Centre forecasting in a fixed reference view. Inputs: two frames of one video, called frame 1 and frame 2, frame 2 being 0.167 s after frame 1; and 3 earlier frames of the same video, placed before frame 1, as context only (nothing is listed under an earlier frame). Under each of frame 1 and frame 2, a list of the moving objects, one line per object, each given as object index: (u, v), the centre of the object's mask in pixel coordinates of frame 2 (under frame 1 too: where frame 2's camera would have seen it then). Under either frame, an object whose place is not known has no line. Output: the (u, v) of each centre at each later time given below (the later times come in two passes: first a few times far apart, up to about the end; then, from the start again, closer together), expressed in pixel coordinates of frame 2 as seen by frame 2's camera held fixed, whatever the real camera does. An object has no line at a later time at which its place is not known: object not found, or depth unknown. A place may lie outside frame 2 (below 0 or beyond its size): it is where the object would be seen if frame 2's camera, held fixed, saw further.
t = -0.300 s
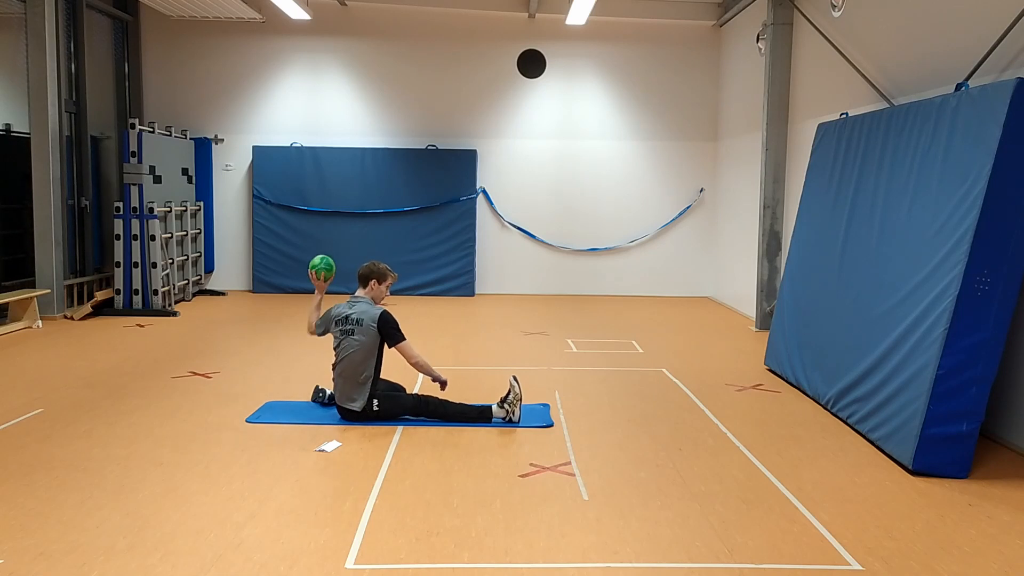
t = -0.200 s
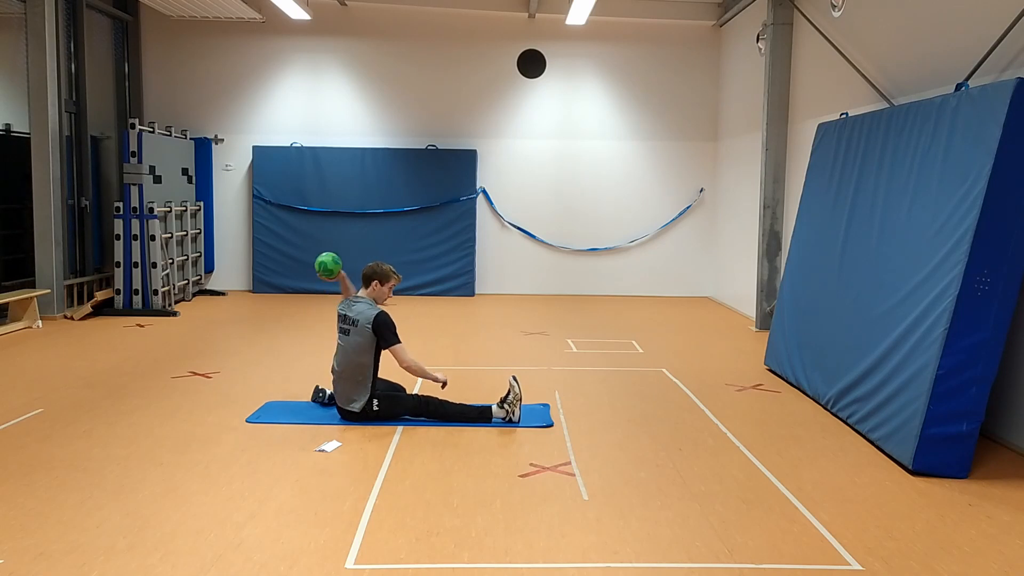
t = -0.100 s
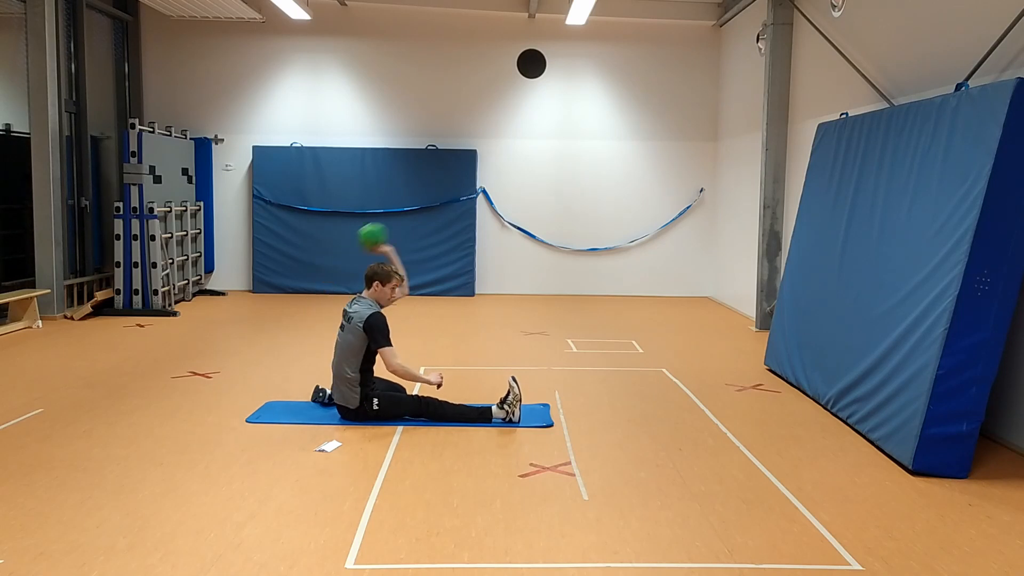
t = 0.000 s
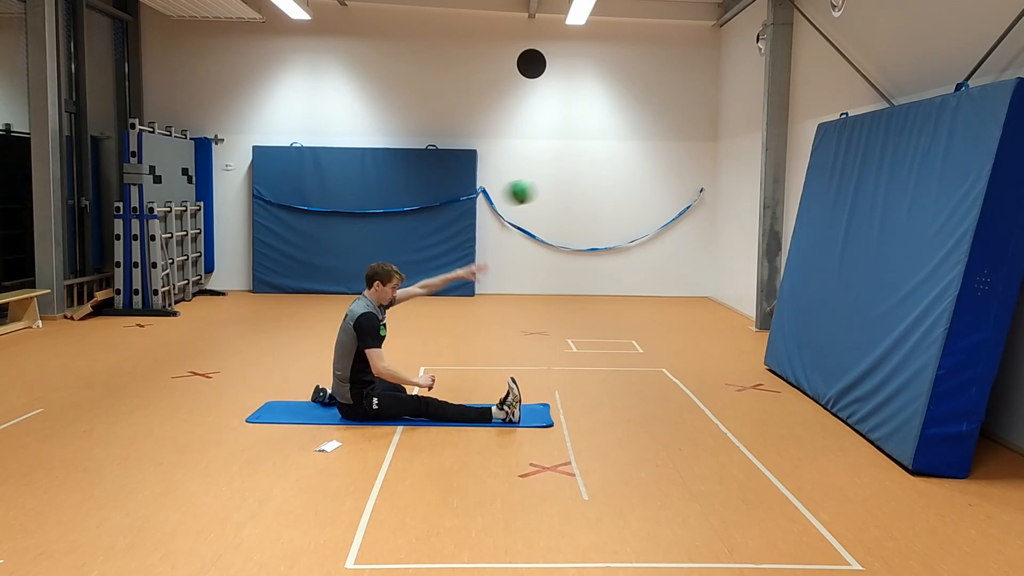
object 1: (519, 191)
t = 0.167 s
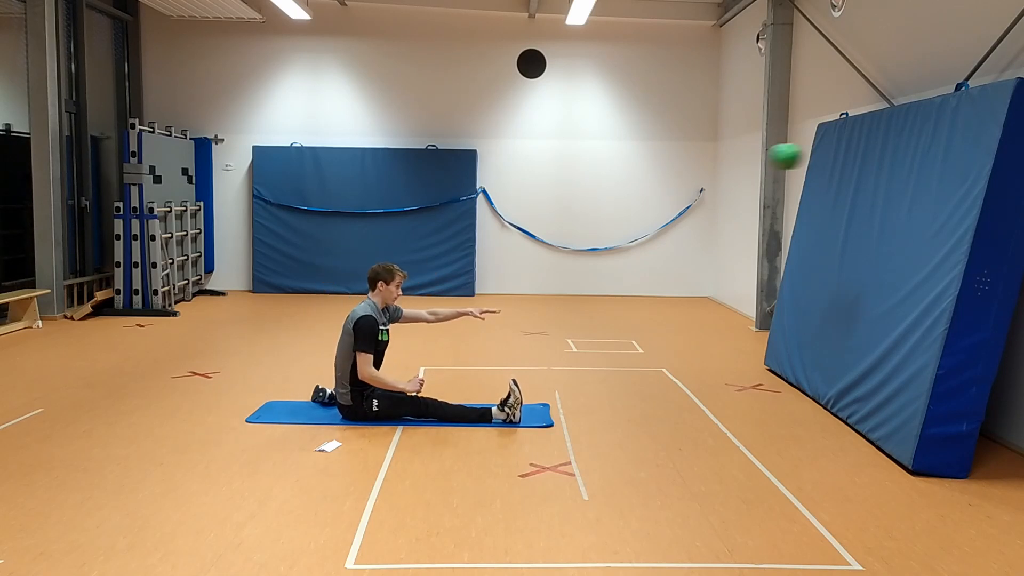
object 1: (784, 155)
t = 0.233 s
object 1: (895, 152)
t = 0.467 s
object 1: (800, 155)
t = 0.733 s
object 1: (682, 260)
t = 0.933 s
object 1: (597, 402)
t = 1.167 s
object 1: (551, 308)
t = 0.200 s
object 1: (840, 152)
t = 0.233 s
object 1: (895, 152)
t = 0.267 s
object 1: (890, 149)
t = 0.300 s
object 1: (875, 145)
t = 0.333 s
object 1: (860, 144)
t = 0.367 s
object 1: (844, 144)
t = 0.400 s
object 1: (829, 146)
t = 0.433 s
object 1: (815, 150)
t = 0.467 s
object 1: (800, 155)
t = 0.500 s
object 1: (785, 162)
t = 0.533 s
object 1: (770, 171)
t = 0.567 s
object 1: (755, 182)
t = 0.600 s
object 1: (740, 194)
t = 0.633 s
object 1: (725, 208)
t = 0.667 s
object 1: (711, 224)
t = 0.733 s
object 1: (682, 260)
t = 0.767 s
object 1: (667, 280)
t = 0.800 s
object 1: (653, 302)
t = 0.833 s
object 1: (639, 325)
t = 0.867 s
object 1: (625, 350)
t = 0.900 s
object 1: (610, 376)
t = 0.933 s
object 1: (597, 402)
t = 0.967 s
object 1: (590, 385)
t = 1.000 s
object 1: (583, 368)
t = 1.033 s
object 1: (577, 353)
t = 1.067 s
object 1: (571, 339)
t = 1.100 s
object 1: (564, 327)
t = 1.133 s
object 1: (558, 317)
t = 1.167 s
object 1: (551, 308)
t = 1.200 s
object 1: (545, 301)
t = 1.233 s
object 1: (538, 295)
